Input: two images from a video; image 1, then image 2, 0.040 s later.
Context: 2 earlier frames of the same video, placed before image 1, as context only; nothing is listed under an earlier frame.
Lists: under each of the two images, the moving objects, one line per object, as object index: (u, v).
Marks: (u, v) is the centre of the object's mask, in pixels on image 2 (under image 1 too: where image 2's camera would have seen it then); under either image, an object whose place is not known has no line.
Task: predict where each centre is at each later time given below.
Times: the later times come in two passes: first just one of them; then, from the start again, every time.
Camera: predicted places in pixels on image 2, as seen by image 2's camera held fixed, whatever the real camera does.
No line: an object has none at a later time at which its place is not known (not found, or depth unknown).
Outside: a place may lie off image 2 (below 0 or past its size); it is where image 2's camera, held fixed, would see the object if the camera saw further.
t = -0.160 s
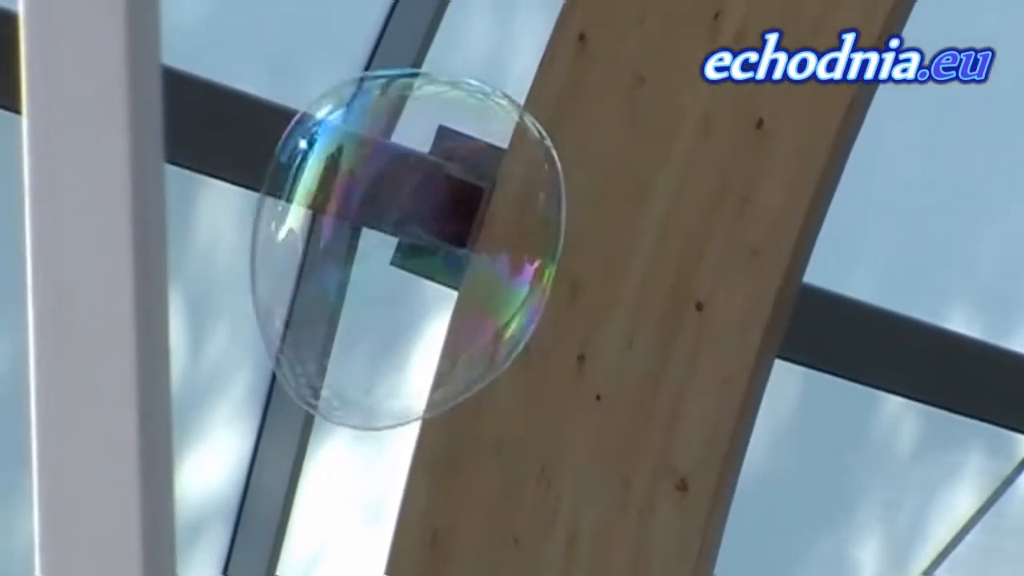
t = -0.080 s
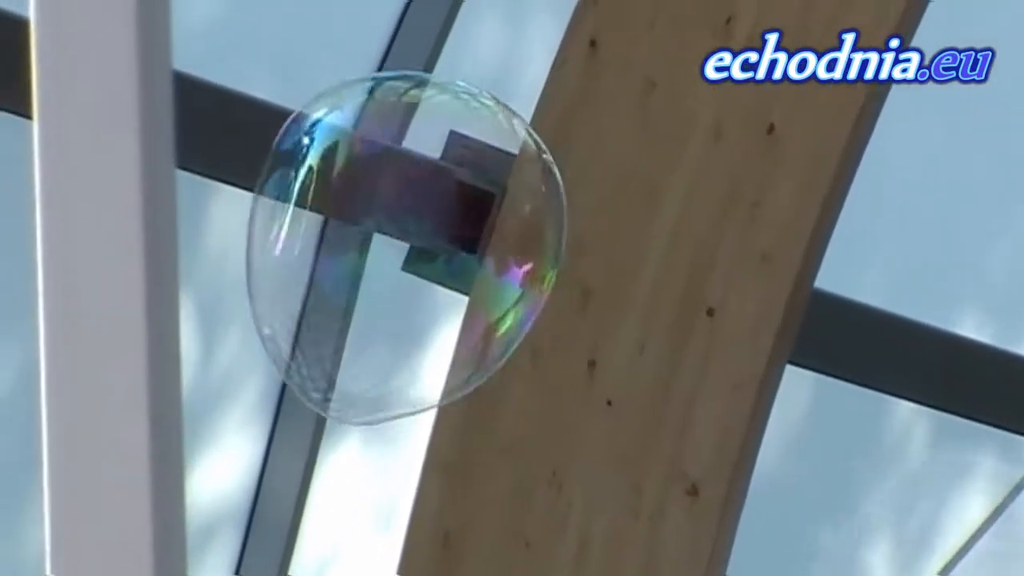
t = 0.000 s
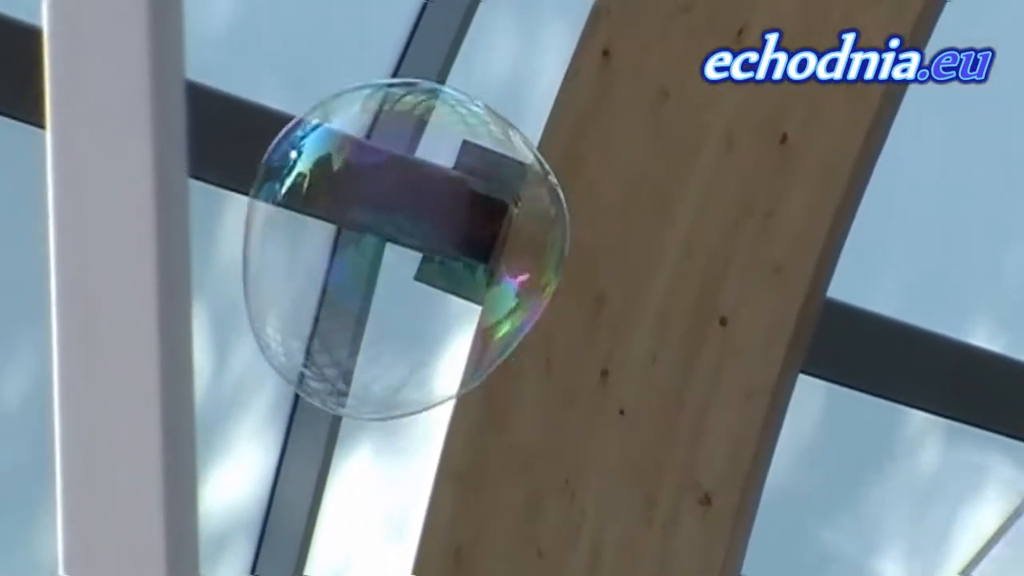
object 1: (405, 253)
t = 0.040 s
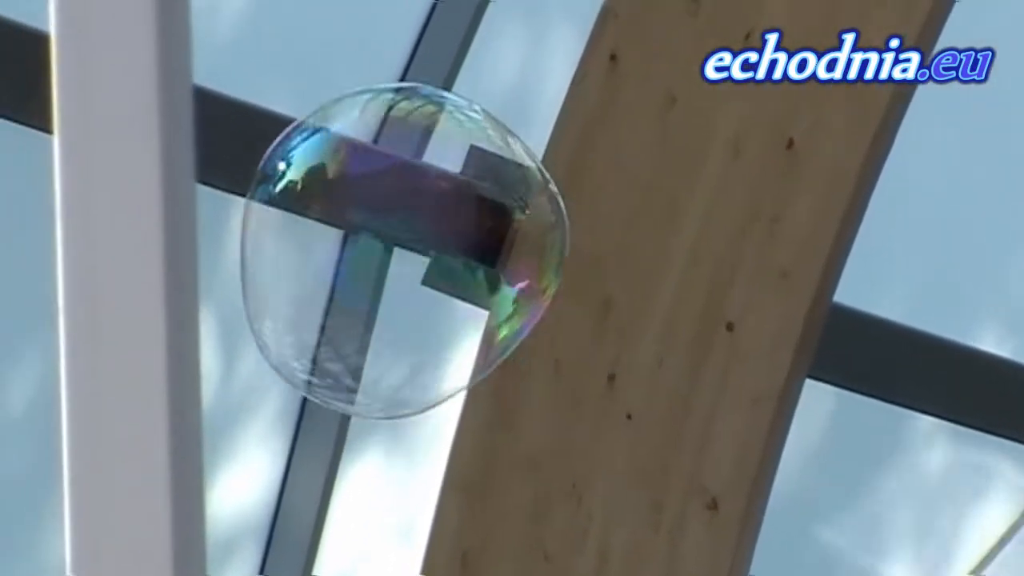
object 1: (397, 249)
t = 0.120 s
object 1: (379, 243)
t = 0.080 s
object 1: (388, 246)
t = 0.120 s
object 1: (379, 243)
